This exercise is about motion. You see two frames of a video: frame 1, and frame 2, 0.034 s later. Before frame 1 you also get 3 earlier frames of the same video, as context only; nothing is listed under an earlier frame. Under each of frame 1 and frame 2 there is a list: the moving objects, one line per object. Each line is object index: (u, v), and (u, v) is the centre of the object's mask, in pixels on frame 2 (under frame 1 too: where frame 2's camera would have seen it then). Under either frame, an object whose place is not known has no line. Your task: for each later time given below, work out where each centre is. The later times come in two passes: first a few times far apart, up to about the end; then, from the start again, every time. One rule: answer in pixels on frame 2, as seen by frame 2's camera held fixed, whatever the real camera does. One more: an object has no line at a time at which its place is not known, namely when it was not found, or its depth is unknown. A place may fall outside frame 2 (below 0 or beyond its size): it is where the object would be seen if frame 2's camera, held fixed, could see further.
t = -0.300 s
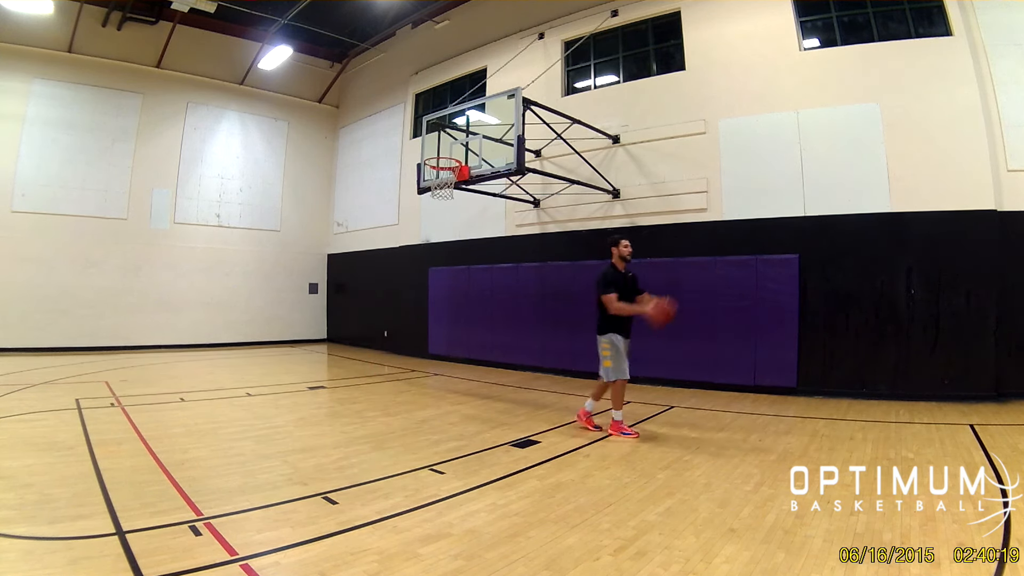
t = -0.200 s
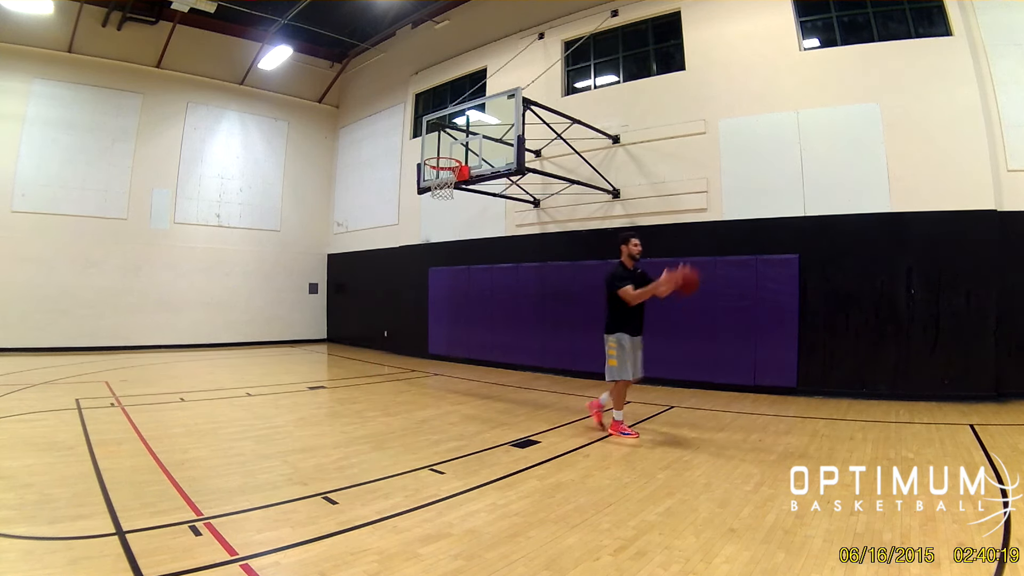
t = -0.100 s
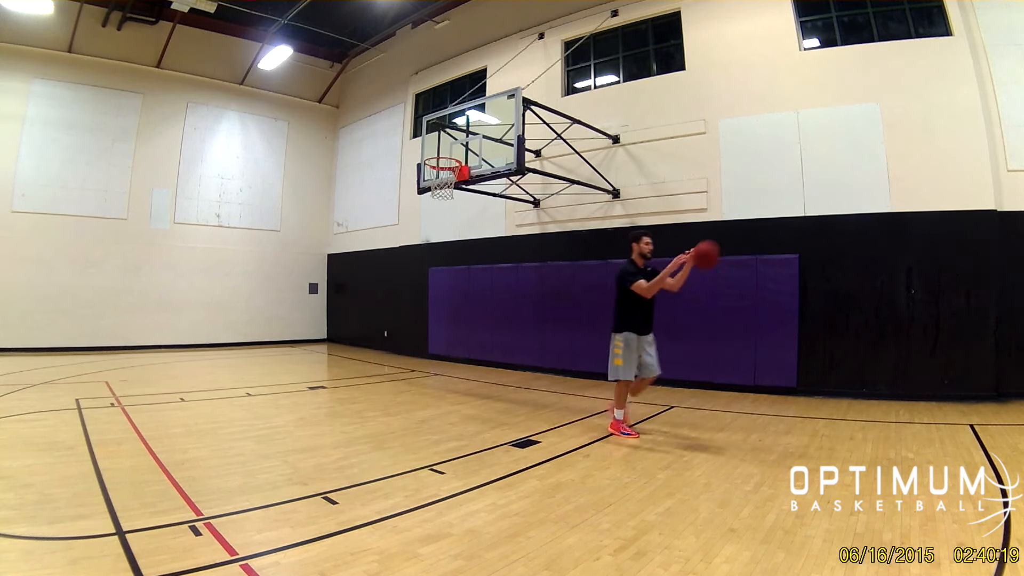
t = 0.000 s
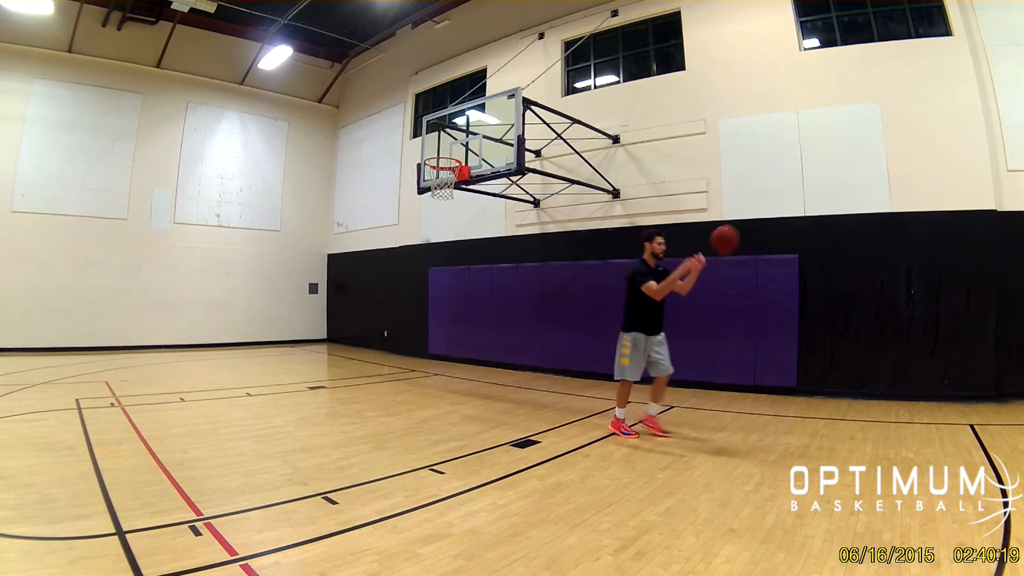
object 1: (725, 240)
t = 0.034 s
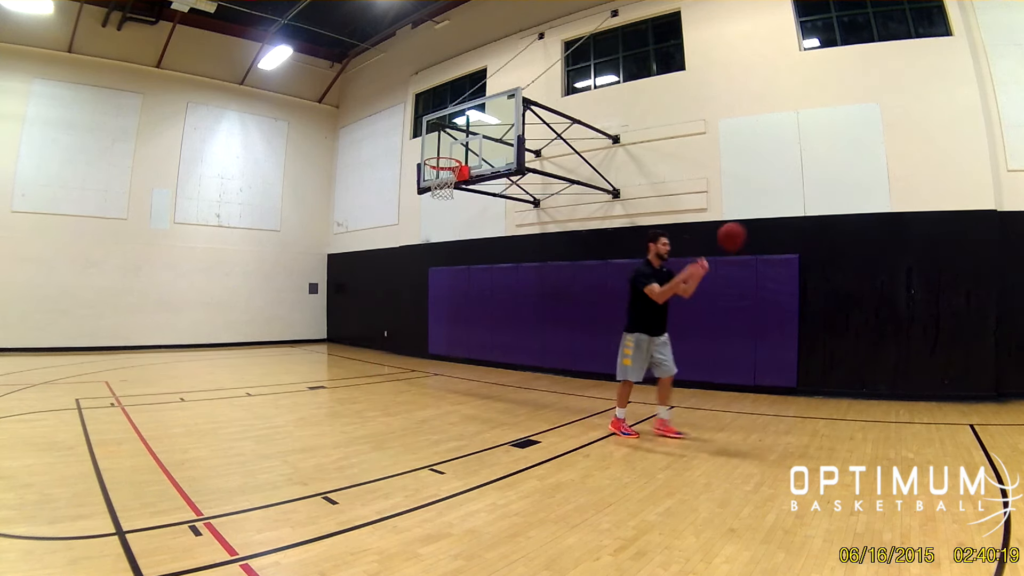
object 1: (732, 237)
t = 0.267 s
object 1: (780, 251)
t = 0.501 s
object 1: (832, 335)
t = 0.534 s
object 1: (839, 353)
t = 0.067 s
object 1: (738, 235)
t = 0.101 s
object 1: (745, 234)
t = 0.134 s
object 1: (752, 235)
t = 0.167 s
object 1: (758, 237)
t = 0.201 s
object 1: (766, 240)
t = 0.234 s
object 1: (773, 244)
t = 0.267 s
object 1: (780, 251)
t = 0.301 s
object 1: (788, 258)
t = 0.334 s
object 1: (796, 267)
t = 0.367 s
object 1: (803, 279)
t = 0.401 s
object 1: (810, 291)
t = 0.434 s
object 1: (817, 304)
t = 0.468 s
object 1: (825, 319)
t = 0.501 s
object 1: (832, 335)
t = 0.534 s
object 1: (839, 353)
